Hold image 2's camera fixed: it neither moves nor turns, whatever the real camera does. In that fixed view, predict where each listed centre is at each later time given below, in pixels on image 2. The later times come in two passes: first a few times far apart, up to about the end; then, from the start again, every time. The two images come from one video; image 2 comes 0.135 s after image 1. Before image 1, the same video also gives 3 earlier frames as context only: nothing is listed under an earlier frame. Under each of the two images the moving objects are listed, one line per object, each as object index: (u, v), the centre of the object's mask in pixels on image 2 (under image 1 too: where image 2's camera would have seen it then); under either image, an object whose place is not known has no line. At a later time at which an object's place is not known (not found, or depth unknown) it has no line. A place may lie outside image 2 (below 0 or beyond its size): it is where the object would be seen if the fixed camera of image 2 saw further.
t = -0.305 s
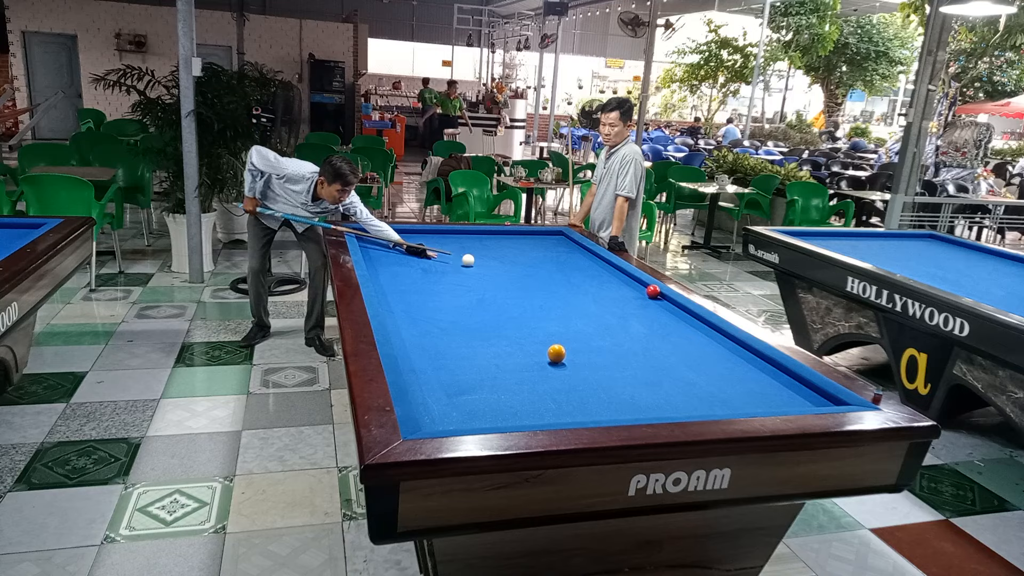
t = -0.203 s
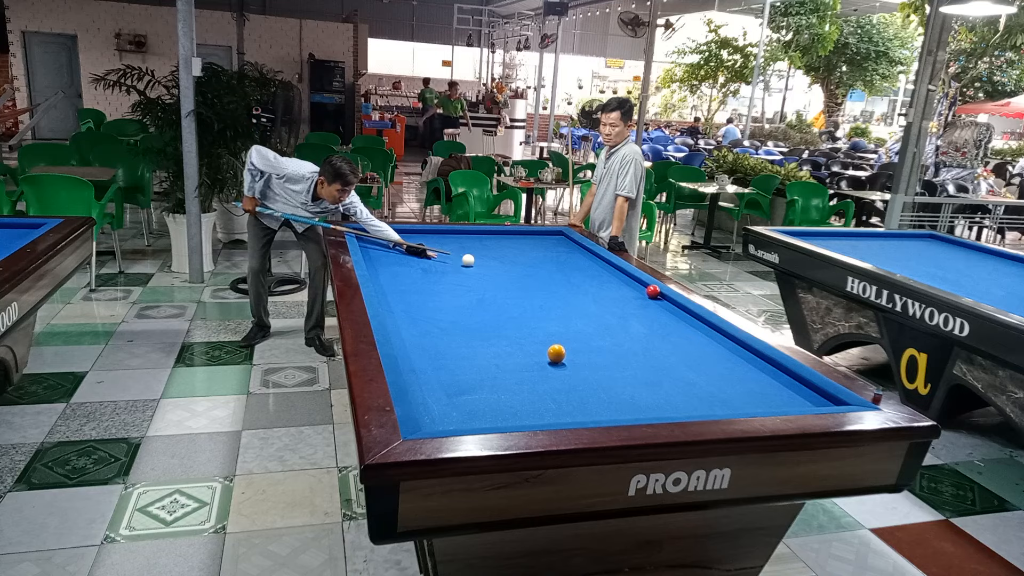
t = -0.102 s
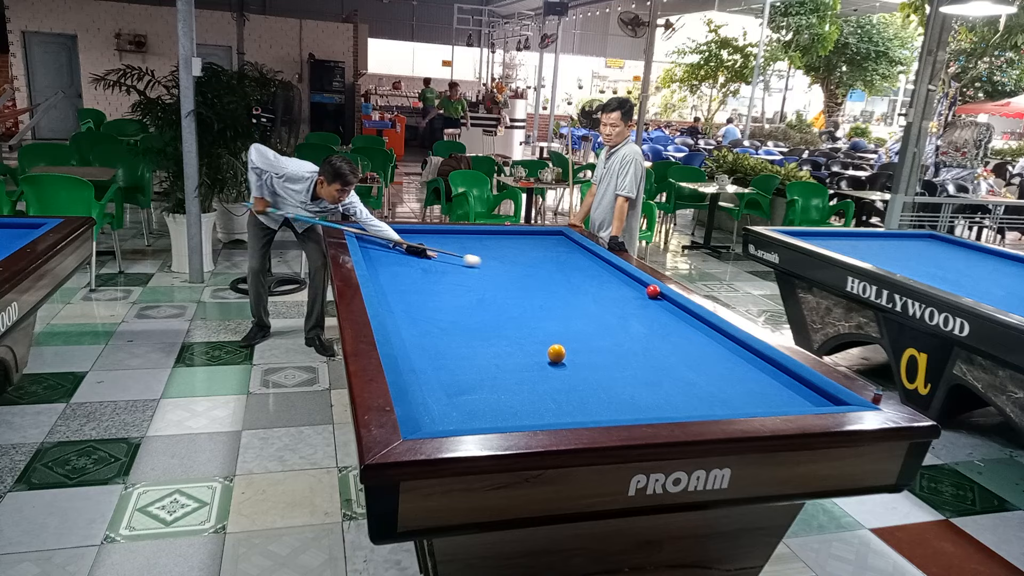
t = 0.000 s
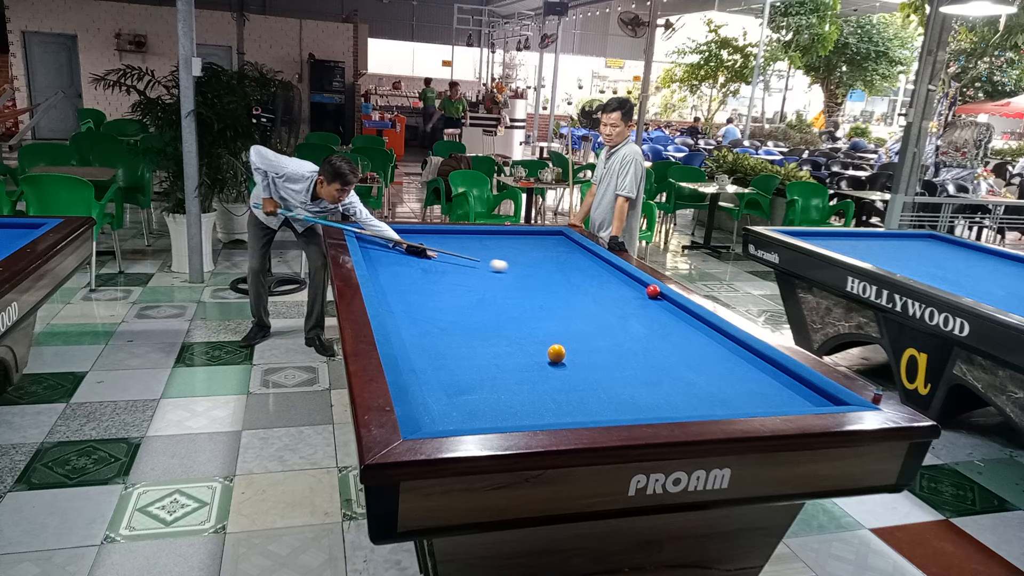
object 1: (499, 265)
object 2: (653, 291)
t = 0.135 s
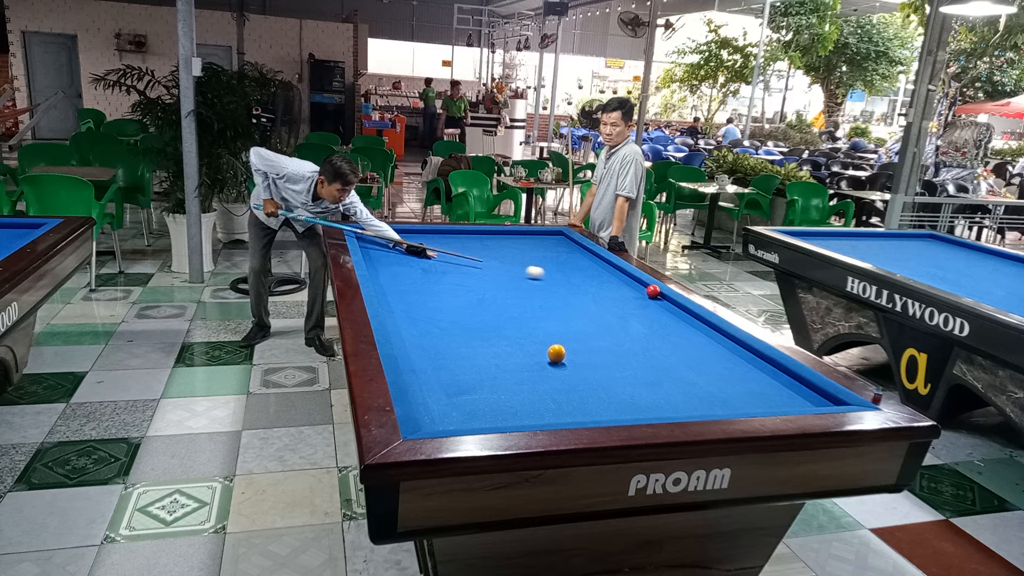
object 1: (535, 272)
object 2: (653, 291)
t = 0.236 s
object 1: (563, 277)
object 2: (653, 291)
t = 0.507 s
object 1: (641, 292)
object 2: (654, 291)
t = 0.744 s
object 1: (677, 308)
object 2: (634, 291)
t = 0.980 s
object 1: (691, 324)
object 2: (614, 291)
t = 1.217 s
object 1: (707, 343)
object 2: (594, 292)
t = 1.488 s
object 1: (727, 367)
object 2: (572, 291)
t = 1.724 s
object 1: (749, 392)
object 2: (553, 291)
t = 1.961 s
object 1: (743, 400)
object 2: (534, 291)
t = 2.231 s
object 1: (699, 386)
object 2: (514, 291)
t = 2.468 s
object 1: (663, 374)
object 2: (496, 291)
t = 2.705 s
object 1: (632, 364)
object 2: (479, 290)
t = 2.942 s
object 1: (603, 354)
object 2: (462, 290)
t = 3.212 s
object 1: (573, 344)
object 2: (443, 290)
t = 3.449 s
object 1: (548, 336)
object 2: (427, 289)
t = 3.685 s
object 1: (526, 329)
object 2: (412, 289)
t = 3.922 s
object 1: (505, 321)
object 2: (397, 289)
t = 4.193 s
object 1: (483, 314)
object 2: (381, 288)
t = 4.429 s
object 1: (465, 308)
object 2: (387, 288)
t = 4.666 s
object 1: (448, 303)
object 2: (394, 287)
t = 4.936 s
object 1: (430, 297)
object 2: (401, 287)
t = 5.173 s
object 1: (416, 291)
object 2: (405, 286)
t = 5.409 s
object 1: (404, 289)
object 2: (411, 282)
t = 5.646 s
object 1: (395, 289)
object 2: (412, 282)
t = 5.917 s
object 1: (385, 288)
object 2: (414, 279)
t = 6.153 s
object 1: (382, 287)
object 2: (416, 276)
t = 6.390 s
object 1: (385, 286)
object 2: (418, 274)
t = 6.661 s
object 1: (389, 286)
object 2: (419, 272)
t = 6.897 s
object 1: (392, 286)
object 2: (420, 270)
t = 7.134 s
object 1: (395, 285)
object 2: (422, 268)
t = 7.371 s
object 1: (397, 285)
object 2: (423, 267)
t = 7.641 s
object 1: (399, 285)
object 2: (425, 265)
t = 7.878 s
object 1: (400, 285)
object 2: (426, 264)
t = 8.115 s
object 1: (400, 285)
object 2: (428, 263)
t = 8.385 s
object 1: (401, 285)
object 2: (429, 262)
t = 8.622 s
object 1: (401, 285)
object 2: (430, 262)
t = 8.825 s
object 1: (401, 285)
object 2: (431, 261)
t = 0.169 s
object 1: (544, 273)
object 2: (653, 291)
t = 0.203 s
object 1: (553, 275)
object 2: (653, 291)
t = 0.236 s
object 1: (563, 277)
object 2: (653, 291)
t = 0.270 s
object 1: (572, 279)
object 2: (653, 291)
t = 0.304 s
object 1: (582, 281)
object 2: (653, 291)
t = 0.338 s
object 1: (592, 282)
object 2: (653, 291)
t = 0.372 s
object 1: (601, 284)
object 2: (653, 291)
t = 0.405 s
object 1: (611, 286)
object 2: (653, 291)
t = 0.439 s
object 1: (622, 288)
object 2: (653, 291)
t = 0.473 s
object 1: (632, 290)
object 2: (653, 291)
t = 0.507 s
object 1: (641, 292)
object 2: (654, 291)
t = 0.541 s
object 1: (648, 294)
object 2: (654, 288)
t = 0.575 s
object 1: (654, 296)
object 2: (646, 289)
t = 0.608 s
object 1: (660, 299)
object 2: (645, 291)
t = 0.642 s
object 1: (666, 301)
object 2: (642, 291)
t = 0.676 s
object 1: (673, 303)
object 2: (639, 291)
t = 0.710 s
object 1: (676, 306)
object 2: (636, 291)
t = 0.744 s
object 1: (677, 308)
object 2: (634, 291)
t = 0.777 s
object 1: (679, 310)
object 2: (631, 291)
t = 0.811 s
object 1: (681, 312)
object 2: (628, 291)
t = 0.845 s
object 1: (683, 315)
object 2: (625, 291)
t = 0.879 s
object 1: (685, 317)
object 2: (622, 291)
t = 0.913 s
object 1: (687, 319)
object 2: (619, 291)
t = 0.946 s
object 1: (689, 322)
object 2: (616, 292)
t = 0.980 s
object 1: (691, 324)
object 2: (614, 291)
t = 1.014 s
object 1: (693, 327)
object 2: (611, 291)
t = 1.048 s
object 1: (695, 329)
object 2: (608, 291)
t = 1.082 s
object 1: (697, 332)
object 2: (605, 291)
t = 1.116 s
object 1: (699, 334)
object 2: (602, 291)
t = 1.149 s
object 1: (702, 337)
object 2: (600, 292)
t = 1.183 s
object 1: (704, 340)
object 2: (597, 291)
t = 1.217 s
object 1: (707, 343)
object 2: (594, 292)
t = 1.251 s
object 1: (709, 346)
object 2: (591, 292)
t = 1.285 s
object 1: (712, 349)
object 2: (589, 291)
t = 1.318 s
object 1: (714, 352)
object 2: (586, 292)
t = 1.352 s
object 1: (717, 355)
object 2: (583, 292)
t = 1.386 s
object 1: (719, 358)
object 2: (580, 291)
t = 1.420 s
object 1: (722, 361)
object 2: (578, 291)
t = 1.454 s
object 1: (725, 364)
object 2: (575, 291)
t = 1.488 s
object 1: (727, 367)
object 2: (572, 291)
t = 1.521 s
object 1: (730, 370)
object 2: (569, 291)
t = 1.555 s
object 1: (733, 373)
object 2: (566, 291)
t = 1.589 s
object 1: (736, 377)
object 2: (564, 291)
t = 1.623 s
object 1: (739, 381)
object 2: (561, 291)
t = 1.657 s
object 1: (742, 384)
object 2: (558, 291)
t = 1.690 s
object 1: (745, 388)
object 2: (556, 291)
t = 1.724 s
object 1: (749, 392)
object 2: (553, 291)
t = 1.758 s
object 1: (752, 396)
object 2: (550, 291)
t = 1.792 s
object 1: (755, 399)
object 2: (548, 291)
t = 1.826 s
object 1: (759, 402)
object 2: (545, 291)
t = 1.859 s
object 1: (761, 404)
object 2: (542, 291)
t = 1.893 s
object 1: (757, 403)
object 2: (540, 291)
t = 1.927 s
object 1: (749, 402)
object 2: (537, 291)
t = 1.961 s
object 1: (743, 400)
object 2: (534, 291)
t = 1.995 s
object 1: (737, 399)
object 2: (532, 291)
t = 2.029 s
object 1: (731, 397)
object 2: (529, 291)
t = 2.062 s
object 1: (726, 395)
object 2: (527, 291)
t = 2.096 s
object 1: (720, 393)
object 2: (524, 291)
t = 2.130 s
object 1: (714, 391)
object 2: (521, 291)
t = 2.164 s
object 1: (709, 390)
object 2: (519, 291)
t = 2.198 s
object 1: (704, 388)
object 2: (516, 291)
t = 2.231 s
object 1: (699, 386)
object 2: (514, 291)
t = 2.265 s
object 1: (693, 384)
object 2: (511, 291)
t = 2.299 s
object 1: (688, 383)
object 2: (509, 291)
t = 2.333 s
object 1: (683, 381)
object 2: (506, 291)
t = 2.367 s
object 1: (678, 380)
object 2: (504, 291)
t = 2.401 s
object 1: (673, 378)
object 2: (501, 291)
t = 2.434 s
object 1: (668, 376)
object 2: (499, 291)
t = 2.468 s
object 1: (663, 374)
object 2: (496, 291)
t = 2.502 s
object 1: (659, 373)
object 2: (493, 291)
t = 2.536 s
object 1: (654, 371)
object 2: (491, 290)
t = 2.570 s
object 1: (649, 370)
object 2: (488, 291)
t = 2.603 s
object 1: (645, 368)
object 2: (486, 290)
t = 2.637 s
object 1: (641, 367)
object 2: (483, 291)
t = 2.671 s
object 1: (636, 365)
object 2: (481, 290)
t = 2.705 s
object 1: (632, 364)
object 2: (479, 290)
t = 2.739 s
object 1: (628, 363)
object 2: (476, 290)
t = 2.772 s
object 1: (624, 361)
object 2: (474, 290)
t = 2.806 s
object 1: (619, 360)
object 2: (471, 290)
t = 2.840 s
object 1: (615, 358)
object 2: (469, 290)
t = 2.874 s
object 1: (611, 357)
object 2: (467, 290)
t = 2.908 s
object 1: (607, 356)
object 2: (464, 290)
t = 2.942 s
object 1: (603, 354)
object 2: (462, 290)
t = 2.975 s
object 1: (599, 353)
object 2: (460, 290)
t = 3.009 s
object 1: (595, 352)
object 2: (457, 290)
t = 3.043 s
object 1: (591, 350)
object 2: (455, 290)
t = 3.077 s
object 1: (588, 349)
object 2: (452, 290)
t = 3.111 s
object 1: (584, 348)
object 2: (450, 290)
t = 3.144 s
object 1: (580, 347)
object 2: (448, 290)
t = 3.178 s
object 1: (576, 345)
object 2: (445, 290)
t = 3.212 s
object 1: (573, 344)
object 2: (443, 290)
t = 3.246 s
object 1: (569, 343)
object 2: (441, 290)
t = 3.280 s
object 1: (566, 341)
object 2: (439, 290)
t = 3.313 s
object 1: (563, 339)
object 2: (436, 290)
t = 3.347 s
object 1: (559, 338)
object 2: (434, 290)
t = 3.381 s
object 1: (555, 338)
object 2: (432, 289)
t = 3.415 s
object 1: (552, 337)
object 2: (429, 289)
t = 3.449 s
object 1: (548, 336)
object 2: (427, 289)
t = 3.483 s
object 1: (545, 335)
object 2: (425, 289)
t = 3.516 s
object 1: (542, 334)
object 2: (423, 289)
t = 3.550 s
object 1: (539, 333)
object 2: (421, 289)
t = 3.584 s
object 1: (535, 332)
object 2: (418, 289)
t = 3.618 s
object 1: (532, 331)
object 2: (416, 289)
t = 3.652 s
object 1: (529, 330)
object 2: (414, 289)
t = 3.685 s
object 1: (526, 329)
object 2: (412, 289)
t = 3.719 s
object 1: (523, 327)
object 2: (410, 289)
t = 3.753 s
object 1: (520, 326)
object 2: (408, 289)
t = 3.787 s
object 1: (517, 325)
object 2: (406, 289)
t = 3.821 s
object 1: (514, 324)
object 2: (404, 289)
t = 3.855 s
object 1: (511, 324)
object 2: (401, 289)
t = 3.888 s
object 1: (508, 323)
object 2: (399, 289)
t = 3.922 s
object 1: (505, 321)
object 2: (397, 289)
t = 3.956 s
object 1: (502, 321)
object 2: (395, 289)
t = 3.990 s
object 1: (499, 320)
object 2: (393, 289)
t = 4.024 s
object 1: (497, 319)
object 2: (391, 289)
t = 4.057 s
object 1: (494, 318)
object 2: (389, 289)
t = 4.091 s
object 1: (491, 317)
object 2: (387, 289)
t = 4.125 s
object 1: (488, 316)
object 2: (385, 288)
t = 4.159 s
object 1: (485, 315)
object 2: (383, 288)
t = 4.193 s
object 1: (483, 314)
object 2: (381, 288)
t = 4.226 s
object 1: (480, 313)
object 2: (381, 288)
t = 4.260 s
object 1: (478, 312)
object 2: (381, 288)
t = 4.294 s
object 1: (475, 311)
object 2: (382, 288)
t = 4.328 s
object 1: (472, 311)
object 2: (383, 288)
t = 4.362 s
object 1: (470, 310)
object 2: (385, 288)
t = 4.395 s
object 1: (467, 309)
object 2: (386, 288)
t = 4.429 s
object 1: (465, 308)
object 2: (387, 288)
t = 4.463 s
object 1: (462, 307)
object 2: (388, 288)
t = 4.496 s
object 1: (460, 306)
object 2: (389, 288)
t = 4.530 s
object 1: (458, 305)
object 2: (390, 288)
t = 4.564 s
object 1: (455, 305)
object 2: (391, 288)
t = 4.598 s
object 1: (453, 304)
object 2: (392, 288)
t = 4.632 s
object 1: (451, 303)
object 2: (393, 288)
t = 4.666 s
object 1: (448, 303)
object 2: (394, 287)
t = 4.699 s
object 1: (446, 302)
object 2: (395, 287)
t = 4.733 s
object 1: (444, 301)
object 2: (396, 287)
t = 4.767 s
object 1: (441, 300)
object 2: (397, 287)
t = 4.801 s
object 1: (439, 300)
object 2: (397, 287)
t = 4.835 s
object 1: (437, 299)
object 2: (399, 287)
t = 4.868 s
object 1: (434, 298)
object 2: (399, 287)
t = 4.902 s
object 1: (432, 297)
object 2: (400, 287)
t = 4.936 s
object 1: (430, 297)
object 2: (401, 287)
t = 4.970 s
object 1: (428, 296)
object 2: (402, 287)
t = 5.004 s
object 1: (426, 295)
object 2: (403, 287)
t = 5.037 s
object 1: (424, 295)
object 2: (404, 287)
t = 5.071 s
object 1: (422, 294)
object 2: (404, 287)
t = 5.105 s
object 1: (419, 293)
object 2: (405, 287)
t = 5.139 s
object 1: (417, 292)
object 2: (405, 286)
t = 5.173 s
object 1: (416, 291)
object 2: (405, 286)
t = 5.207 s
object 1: (413, 291)
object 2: (406, 285)
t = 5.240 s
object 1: (411, 290)
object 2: (406, 284)
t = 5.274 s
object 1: (410, 290)
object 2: (407, 283)
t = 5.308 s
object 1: (409, 290)
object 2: (409, 282)
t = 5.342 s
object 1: (407, 290)
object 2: (411, 282)
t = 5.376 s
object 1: (406, 290)
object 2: (411, 282)
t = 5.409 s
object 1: (404, 289)
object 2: (411, 282)
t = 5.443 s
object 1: (403, 289)
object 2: (412, 283)
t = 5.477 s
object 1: (401, 289)
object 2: (411, 283)
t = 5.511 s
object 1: (400, 289)
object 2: (411, 283)
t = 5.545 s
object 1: (399, 289)
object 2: (411, 283)
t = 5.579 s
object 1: (397, 289)
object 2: (411, 283)
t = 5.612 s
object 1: (396, 289)
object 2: (412, 282)
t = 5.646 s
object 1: (395, 289)
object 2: (412, 282)
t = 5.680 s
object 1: (393, 288)
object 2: (412, 281)
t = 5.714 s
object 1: (392, 288)
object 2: (413, 281)
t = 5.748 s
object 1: (391, 288)
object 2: (413, 280)
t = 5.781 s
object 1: (389, 288)
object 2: (413, 280)
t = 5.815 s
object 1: (388, 288)
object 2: (414, 280)
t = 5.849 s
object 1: (387, 288)
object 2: (414, 279)
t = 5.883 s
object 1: (386, 288)
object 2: (414, 279)
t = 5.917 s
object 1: (385, 288)
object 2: (414, 279)
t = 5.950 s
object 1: (383, 287)
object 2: (415, 278)
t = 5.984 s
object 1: (382, 287)
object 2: (415, 278)
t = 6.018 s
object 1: (381, 287)
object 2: (415, 278)
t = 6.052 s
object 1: (380, 287)
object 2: (415, 277)
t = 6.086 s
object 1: (380, 287)
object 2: (416, 277)
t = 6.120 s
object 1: (381, 287)
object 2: (416, 277)
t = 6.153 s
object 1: (382, 287)
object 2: (416, 276)
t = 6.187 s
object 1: (382, 287)
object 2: (416, 276)
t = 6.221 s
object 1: (383, 287)
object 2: (417, 276)
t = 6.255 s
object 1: (383, 287)
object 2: (417, 275)
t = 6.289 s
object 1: (384, 287)
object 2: (417, 275)
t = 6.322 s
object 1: (384, 286)
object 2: (417, 275)
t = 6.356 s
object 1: (385, 286)
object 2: (418, 274)
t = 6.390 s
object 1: (385, 286)
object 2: (418, 274)
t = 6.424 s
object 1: (386, 286)
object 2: (418, 274)
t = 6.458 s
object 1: (387, 286)
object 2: (418, 274)
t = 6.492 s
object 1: (387, 286)
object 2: (418, 273)
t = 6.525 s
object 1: (387, 286)
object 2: (419, 273)
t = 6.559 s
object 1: (388, 286)
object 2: (419, 273)
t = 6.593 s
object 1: (389, 286)
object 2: (419, 272)
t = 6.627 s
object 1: (389, 286)
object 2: (419, 272)
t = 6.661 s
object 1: (389, 286)
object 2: (419, 272)
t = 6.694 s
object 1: (390, 286)
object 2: (419, 271)
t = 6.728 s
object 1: (390, 286)
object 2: (419, 271)
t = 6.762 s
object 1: (391, 286)
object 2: (420, 271)
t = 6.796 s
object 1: (391, 286)
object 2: (420, 271)
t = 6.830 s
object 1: (391, 286)
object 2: (420, 270)
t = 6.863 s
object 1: (392, 286)
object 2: (420, 270)
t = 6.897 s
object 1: (392, 286)
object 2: (420, 270)
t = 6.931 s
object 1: (393, 286)
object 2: (420, 270)
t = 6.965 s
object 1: (393, 285)
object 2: (421, 270)
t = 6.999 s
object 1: (394, 285)
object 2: (421, 269)
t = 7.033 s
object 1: (394, 285)
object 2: (421, 269)
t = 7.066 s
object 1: (395, 285)
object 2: (421, 268)
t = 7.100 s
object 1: (395, 285)
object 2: (422, 268)
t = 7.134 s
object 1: (395, 285)
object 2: (422, 268)
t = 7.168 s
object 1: (396, 285)
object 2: (422, 268)
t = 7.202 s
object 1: (396, 285)
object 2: (422, 268)
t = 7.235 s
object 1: (396, 285)
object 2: (422, 267)
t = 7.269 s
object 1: (397, 285)
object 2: (423, 267)
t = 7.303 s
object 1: (397, 285)
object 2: (423, 267)
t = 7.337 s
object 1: (397, 285)
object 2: (423, 267)
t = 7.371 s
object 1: (397, 285)
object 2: (423, 267)
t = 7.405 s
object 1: (398, 285)
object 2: (423, 266)
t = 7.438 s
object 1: (398, 285)
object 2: (423, 266)
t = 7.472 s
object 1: (398, 285)
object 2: (424, 266)
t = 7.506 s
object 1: (398, 285)
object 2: (424, 266)
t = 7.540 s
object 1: (398, 285)
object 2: (424, 266)
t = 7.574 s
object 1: (399, 285)
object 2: (424, 266)
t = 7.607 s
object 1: (399, 285)
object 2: (424, 265)
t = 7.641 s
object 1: (399, 285)
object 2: (425, 265)
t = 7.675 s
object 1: (399, 285)
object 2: (425, 265)
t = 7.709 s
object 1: (399, 285)
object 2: (425, 265)
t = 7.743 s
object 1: (399, 285)
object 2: (425, 265)
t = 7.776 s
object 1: (399, 285)
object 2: (425, 264)
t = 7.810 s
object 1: (399, 285)
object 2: (426, 264)
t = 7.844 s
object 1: (400, 285)
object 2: (426, 264)
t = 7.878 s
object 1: (400, 285)
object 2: (426, 264)
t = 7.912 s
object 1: (400, 285)
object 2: (426, 264)
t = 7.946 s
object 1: (400, 285)
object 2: (426, 264)
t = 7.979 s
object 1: (400, 285)
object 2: (427, 264)
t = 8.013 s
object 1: (400, 285)
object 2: (427, 263)
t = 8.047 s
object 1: (400, 285)
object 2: (427, 263)
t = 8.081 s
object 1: (400, 285)
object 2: (427, 263)
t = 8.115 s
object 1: (400, 285)
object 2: (428, 263)
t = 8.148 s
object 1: (400, 285)
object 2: (428, 263)
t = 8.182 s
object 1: (401, 285)
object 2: (428, 263)
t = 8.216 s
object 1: (401, 285)
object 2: (428, 263)
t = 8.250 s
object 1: (401, 285)
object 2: (428, 262)
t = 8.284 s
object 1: (401, 285)
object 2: (428, 262)
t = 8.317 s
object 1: (401, 285)
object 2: (429, 262)
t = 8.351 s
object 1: (401, 285)
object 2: (429, 262)
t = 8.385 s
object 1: (401, 285)
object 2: (429, 262)
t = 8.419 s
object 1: (401, 285)
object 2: (429, 262)
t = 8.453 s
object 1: (401, 285)
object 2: (429, 262)
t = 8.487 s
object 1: (401, 285)
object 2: (430, 262)
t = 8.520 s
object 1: (401, 285)
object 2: (430, 262)
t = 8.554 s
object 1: (401, 285)
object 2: (430, 262)
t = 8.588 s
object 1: (401, 285)
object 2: (430, 262)
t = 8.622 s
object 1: (401, 285)
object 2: (430, 262)
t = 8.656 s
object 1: (401, 285)
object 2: (430, 261)
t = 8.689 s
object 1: (401, 285)
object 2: (430, 261)
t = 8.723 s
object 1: (401, 285)
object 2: (431, 261)
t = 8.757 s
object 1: (401, 285)
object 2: (431, 261)
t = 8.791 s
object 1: (401, 285)
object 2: (431, 261)
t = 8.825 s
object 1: (401, 285)
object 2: (431, 261)
